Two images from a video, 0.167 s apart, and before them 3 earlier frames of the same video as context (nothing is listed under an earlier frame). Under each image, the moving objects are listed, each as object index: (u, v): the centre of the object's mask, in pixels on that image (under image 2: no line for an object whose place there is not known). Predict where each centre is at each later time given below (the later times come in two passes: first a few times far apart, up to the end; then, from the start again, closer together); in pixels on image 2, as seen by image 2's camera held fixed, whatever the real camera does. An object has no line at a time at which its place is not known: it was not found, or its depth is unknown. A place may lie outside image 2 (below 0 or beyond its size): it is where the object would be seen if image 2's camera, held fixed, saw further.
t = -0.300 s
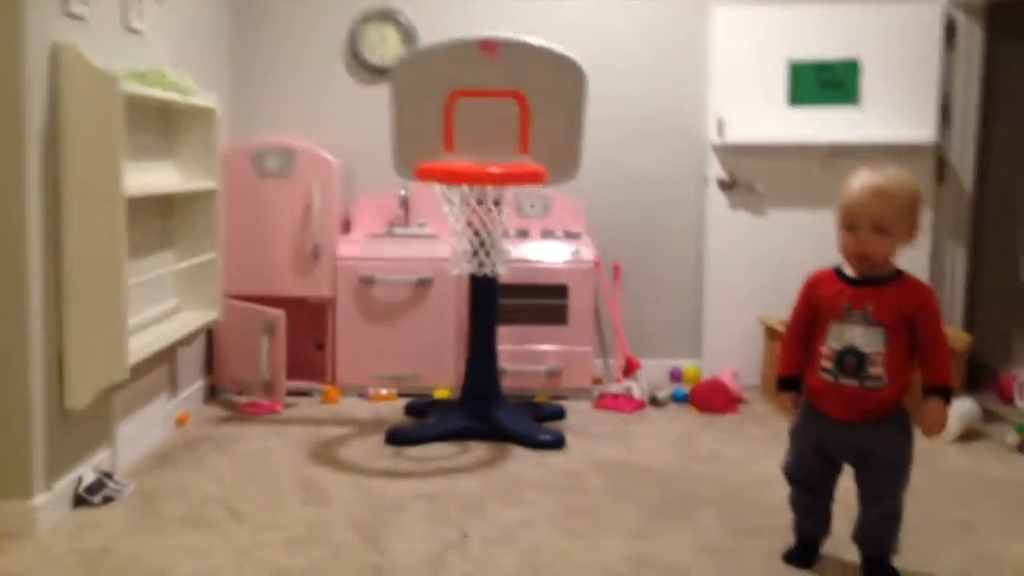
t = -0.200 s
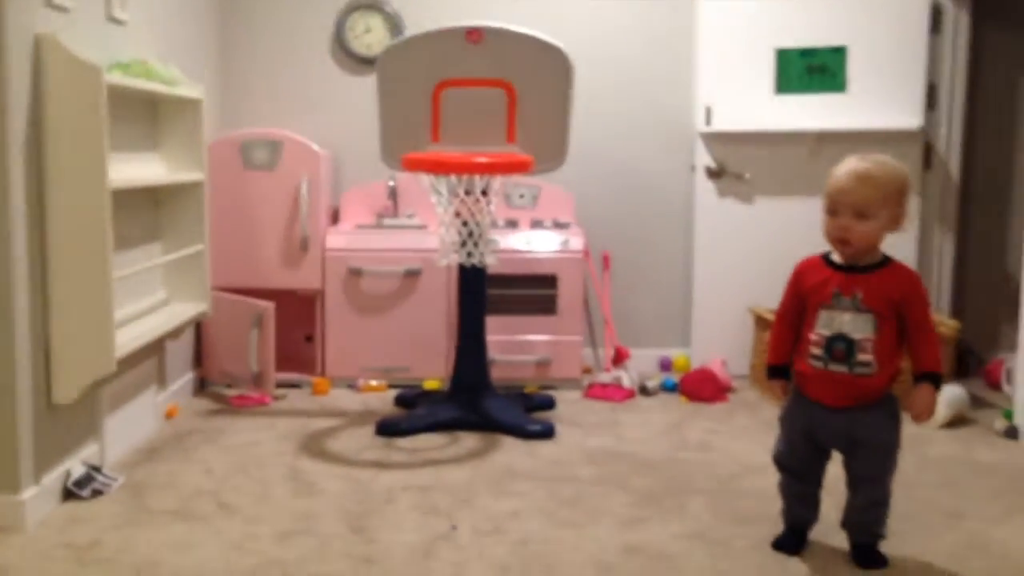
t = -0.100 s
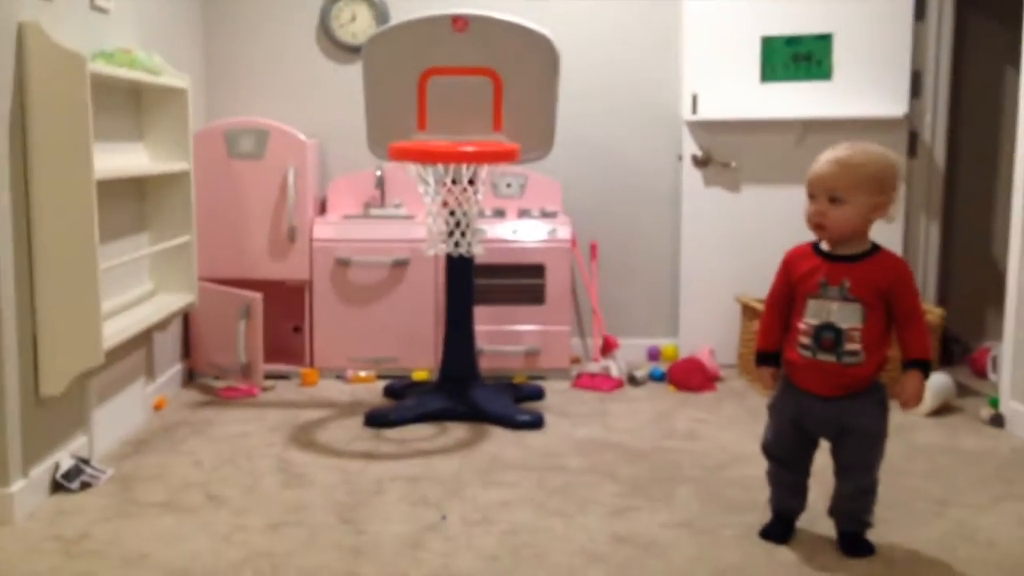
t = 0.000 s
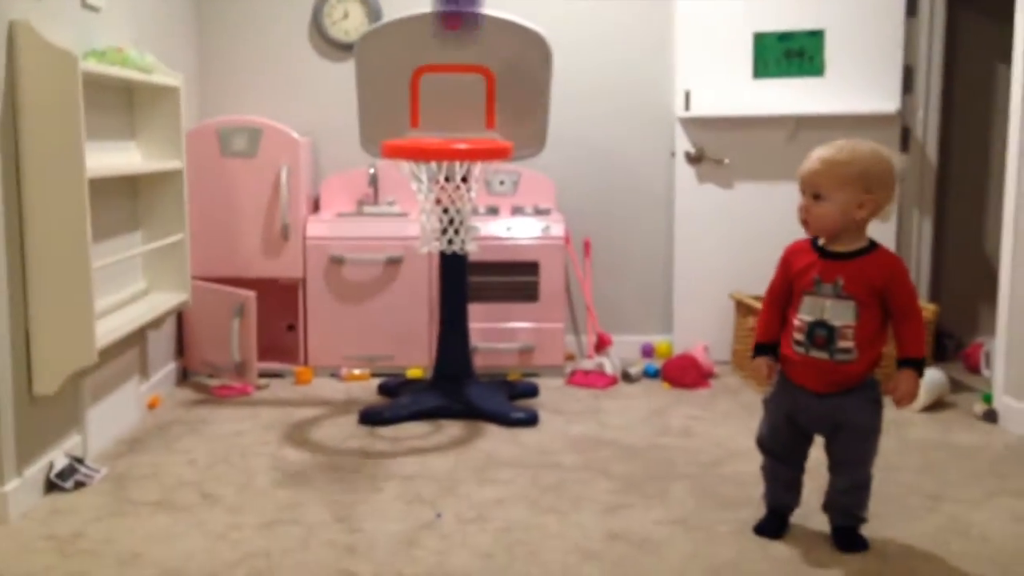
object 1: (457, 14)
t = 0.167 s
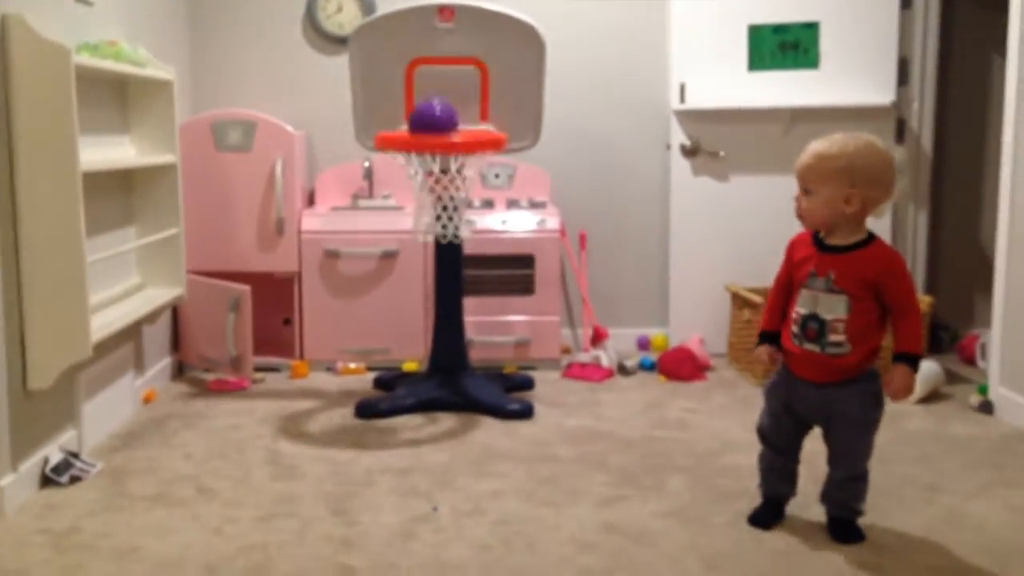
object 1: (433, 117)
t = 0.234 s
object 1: (438, 109)
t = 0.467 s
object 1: (442, 179)
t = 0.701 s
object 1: (438, 217)
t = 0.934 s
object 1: (439, 299)
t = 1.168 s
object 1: (430, 391)
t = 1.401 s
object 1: (408, 432)
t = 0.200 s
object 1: (435, 112)
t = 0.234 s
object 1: (438, 109)
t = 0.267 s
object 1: (440, 108)
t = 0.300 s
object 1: (442, 110)
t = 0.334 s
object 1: (443, 115)
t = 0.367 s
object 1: (443, 122)
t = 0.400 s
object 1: (443, 127)
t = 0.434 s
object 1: (442, 165)
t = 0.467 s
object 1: (442, 179)
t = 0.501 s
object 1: (441, 194)
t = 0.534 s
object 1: (441, 197)
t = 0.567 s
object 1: (441, 201)
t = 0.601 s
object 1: (440, 207)
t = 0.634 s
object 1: (441, 211)
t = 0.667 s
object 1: (439, 216)
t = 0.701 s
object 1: (438, 217)
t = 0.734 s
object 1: (436, 221)
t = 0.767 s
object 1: (431, 224)
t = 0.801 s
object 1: (437, 252)
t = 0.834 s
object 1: (438, 256)
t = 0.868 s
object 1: (438, 263)
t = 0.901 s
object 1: (439, 276)
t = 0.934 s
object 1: (439, 299)
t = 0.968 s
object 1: (440, 325)
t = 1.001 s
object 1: (440, 355)
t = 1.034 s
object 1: (438, 373)
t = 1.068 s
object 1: (437, 372)
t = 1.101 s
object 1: (434, 373)
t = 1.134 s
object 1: (432, 381)
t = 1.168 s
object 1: (430, 391)
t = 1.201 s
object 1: (428, 404)
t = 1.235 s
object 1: (424, 429)
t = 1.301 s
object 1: (418, 423)
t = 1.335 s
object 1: (415, 421)
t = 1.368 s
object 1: (412, 424)
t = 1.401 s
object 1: (408, 432)
